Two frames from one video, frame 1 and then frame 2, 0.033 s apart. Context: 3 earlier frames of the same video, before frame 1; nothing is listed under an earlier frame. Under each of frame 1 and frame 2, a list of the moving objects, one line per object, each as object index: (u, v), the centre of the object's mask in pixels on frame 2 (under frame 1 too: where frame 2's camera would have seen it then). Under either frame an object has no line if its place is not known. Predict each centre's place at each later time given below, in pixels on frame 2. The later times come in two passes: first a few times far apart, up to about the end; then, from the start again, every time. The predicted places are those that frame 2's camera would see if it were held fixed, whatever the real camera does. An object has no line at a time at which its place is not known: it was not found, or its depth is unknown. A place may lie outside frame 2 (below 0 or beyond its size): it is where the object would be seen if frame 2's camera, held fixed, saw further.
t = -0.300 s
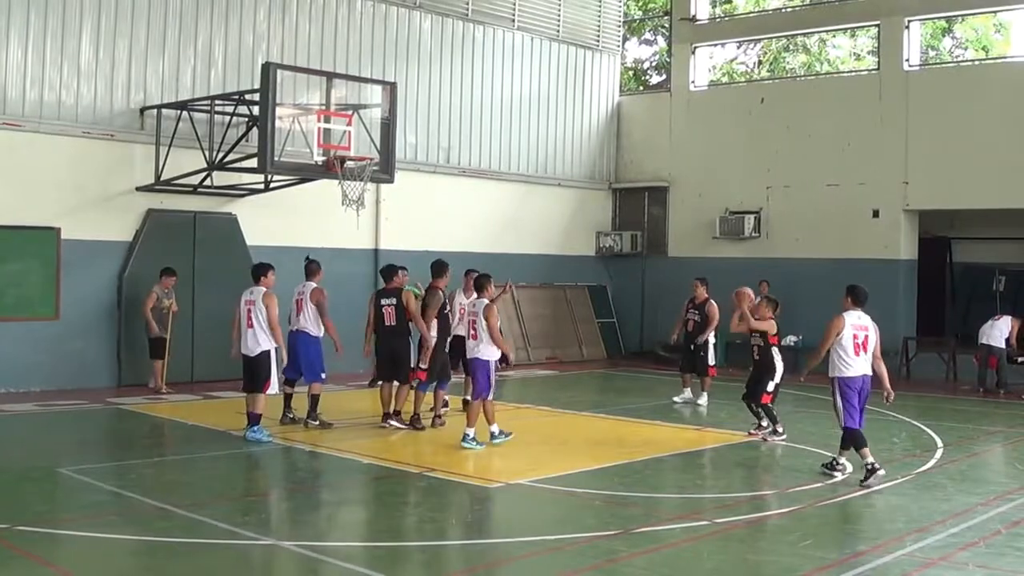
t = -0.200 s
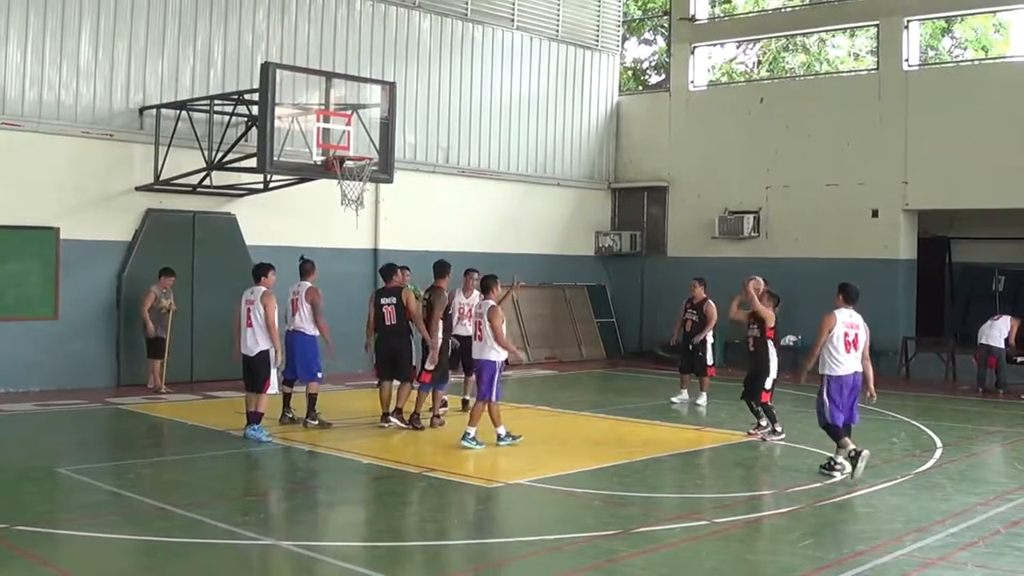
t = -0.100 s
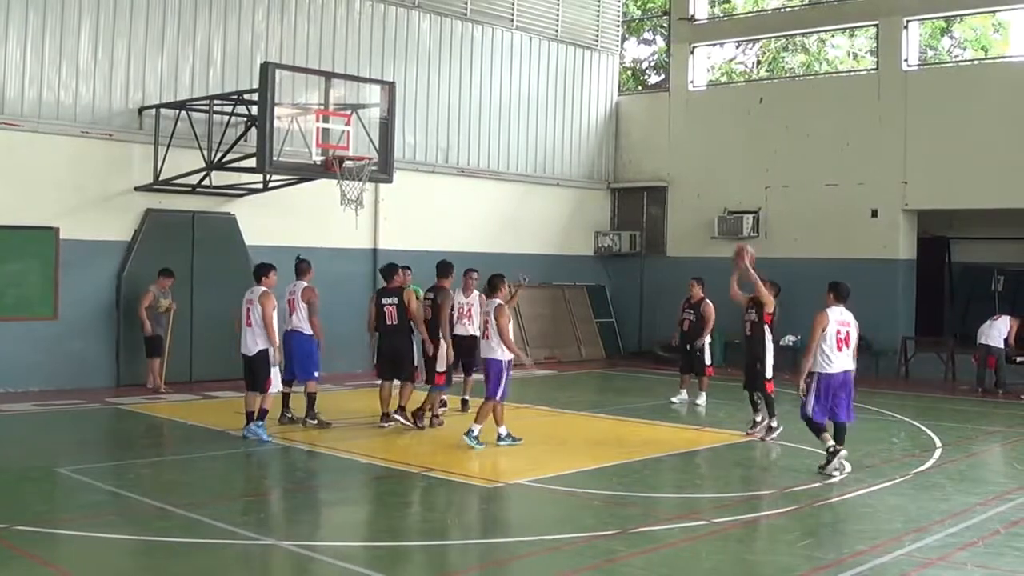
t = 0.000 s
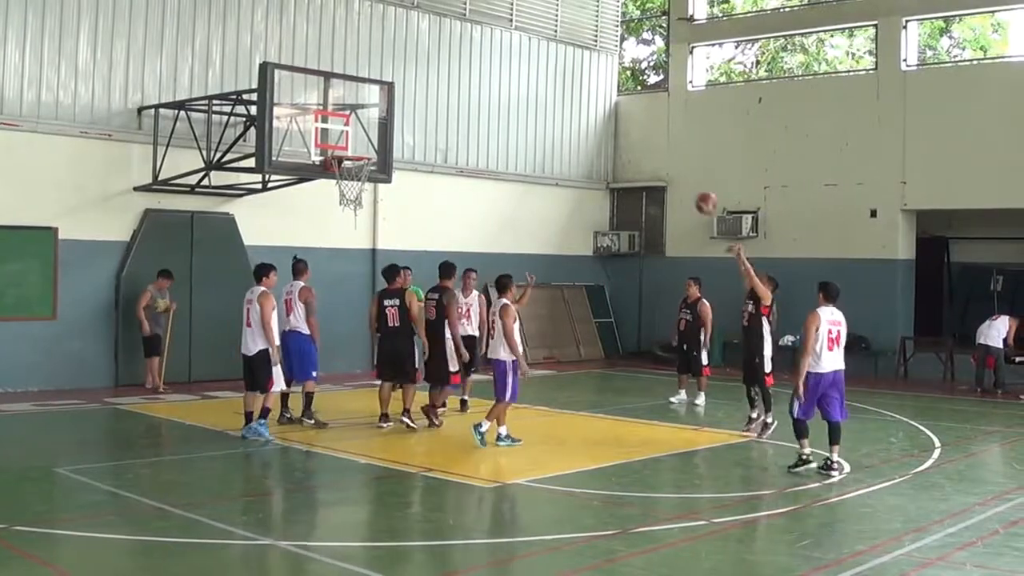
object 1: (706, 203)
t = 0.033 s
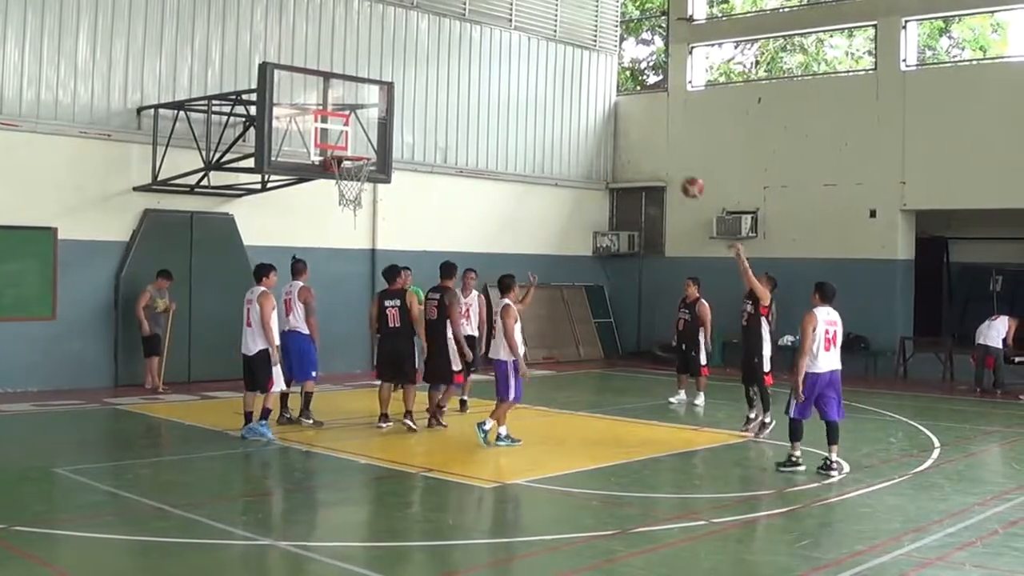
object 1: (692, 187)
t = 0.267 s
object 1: (601, 107)
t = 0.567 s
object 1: (493, 78)
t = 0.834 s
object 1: (405, 115)
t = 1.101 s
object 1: (342, 142)
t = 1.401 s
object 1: (351, 148)
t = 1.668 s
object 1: (355, 151)
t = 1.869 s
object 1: (356, 187)
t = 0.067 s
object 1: (679, 172)
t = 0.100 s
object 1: (666, 158)
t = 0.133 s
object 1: (652, 146)
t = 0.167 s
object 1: (639, 134)
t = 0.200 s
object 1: (626, 124)
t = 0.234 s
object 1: (614, 114)
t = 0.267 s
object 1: (601, 107)
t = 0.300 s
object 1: (589, 99)
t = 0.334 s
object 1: (576, 93)
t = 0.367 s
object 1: (564, 88)
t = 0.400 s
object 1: (551, 84)
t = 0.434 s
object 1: (540, 81)
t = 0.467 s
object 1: (528, 78)
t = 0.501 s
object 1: (516, 77)
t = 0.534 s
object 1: (504, 77)
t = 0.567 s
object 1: (493, 78)
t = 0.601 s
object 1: (481, 79)
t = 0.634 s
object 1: (470, 82)
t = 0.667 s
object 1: (459, 85)
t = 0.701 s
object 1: (447, 89)
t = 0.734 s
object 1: (437, 94)
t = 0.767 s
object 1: (426, 100)
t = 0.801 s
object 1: (415, 107)
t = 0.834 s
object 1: (405, 115)
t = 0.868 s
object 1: (395, 124)
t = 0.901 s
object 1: (384, 133)
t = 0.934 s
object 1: (374, 143)
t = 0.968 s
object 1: (365, 149)
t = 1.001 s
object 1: (359, 146)
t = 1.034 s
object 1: (354, 144)
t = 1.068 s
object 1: (348, 143)
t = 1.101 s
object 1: (342, 142)
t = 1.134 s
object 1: (338, 143)
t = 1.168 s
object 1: (339, 141)
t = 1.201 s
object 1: (340, 140)
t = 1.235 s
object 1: (342, 140)
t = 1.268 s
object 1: (343, 141)
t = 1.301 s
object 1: (346, 142)
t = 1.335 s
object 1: (347, 144)
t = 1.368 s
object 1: (350, 148)
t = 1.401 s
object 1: (351, 148)
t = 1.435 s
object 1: (352, 146)
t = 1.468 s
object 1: (352, 145)
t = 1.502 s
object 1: (353, 146)
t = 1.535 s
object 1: (354, 147)
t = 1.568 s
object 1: (354, 147)
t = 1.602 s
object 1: (355, 148)
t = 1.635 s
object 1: (355, 150)
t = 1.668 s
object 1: (355, 151)
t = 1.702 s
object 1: (355, 155)
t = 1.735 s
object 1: (355, 160)
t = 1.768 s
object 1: (355, 165)
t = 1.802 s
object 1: (354, 173)
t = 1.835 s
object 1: (356, 178)
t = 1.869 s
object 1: (356, 187)
